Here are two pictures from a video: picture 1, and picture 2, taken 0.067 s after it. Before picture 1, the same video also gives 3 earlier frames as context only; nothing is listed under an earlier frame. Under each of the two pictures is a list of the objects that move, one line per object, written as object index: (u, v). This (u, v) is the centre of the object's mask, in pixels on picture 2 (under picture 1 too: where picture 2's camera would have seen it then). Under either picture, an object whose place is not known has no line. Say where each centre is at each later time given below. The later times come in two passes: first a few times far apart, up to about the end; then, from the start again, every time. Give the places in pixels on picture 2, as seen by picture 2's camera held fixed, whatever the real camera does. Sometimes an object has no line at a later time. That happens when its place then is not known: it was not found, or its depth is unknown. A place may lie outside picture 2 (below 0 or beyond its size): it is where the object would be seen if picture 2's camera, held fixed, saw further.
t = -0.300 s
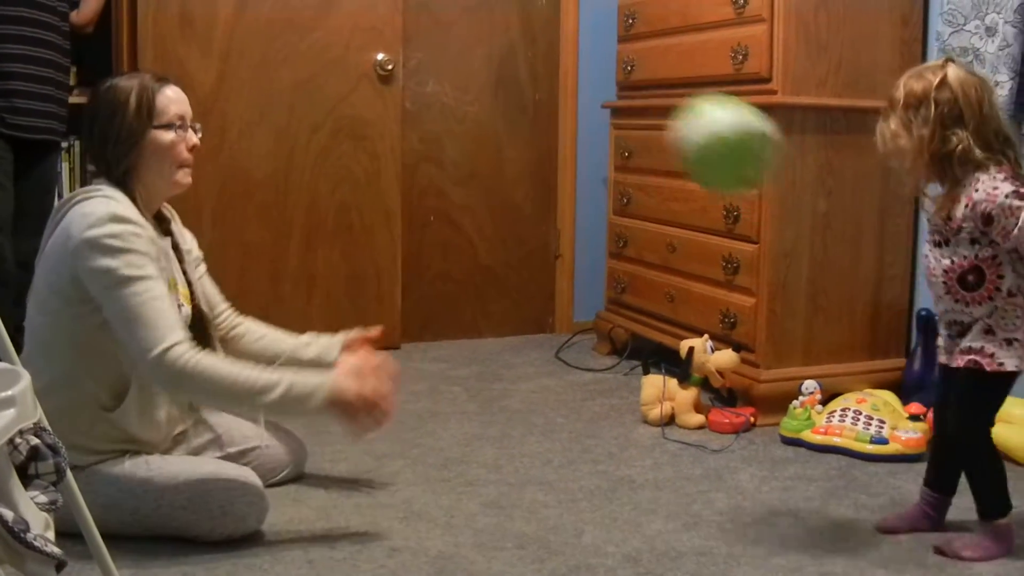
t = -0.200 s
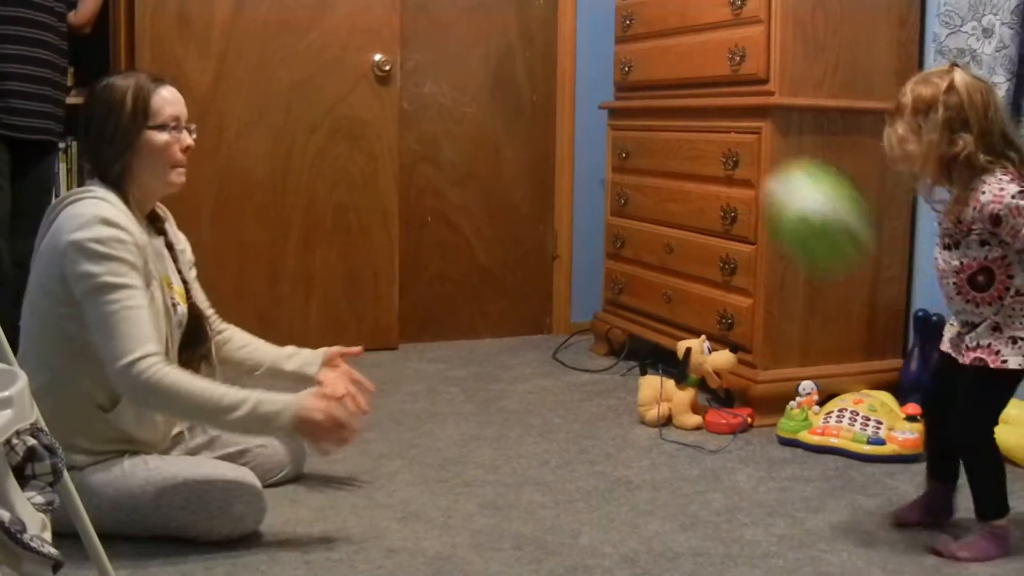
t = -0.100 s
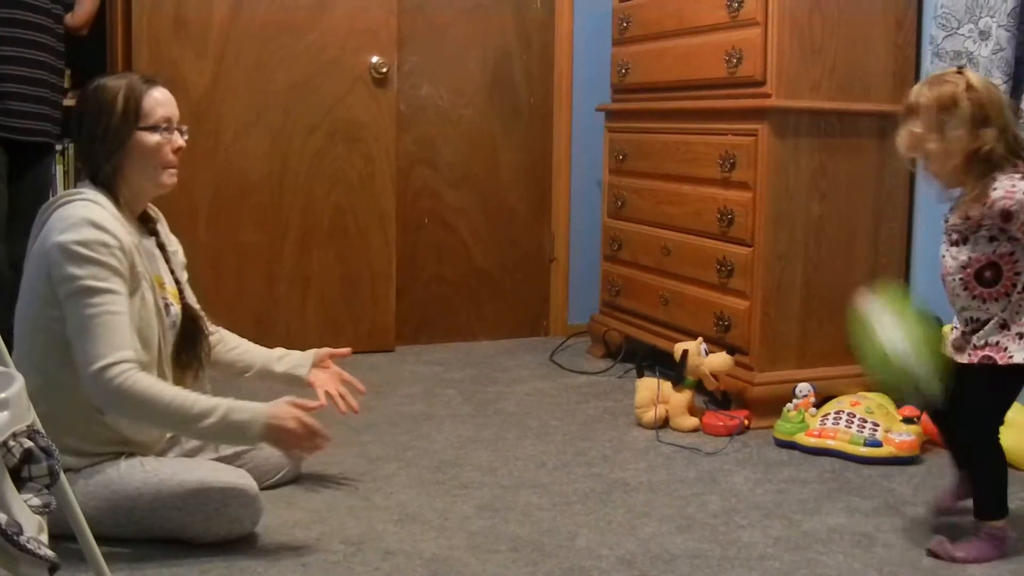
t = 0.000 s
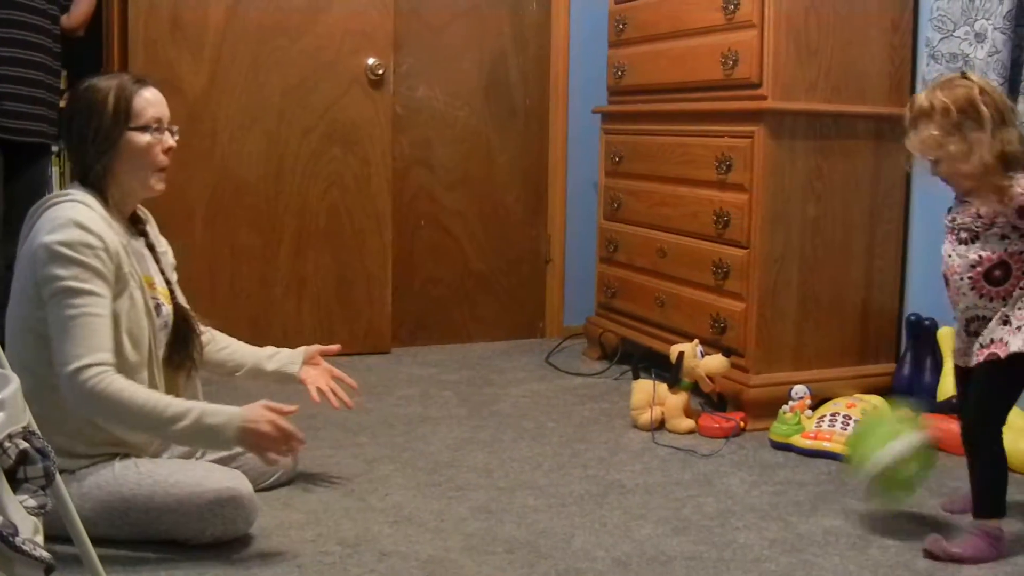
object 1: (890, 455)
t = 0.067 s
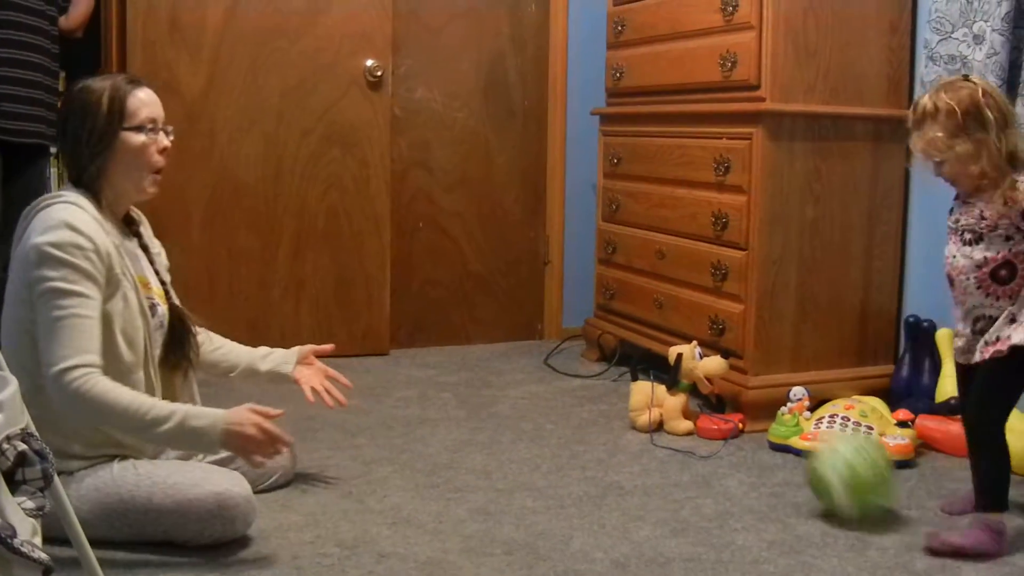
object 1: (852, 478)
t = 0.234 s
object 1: (758, 403)
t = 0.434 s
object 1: (657, 425)
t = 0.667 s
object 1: (567, 412)
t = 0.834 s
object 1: (509, 404)
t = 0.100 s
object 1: (832, 448)
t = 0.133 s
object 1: (811, 429)
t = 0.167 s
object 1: (793, 414)
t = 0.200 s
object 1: (776, 406)
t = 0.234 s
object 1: (758, 403)
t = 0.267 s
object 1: (742, 405)
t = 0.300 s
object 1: (725, 412)
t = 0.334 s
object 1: (705, 425)
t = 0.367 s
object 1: (686, 444)
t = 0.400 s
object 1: (672, 444)
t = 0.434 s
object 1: (657, 425)
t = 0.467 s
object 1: (642, 415)
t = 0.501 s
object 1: (629, 408)
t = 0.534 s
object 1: (616, 405)
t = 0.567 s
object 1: (603, 409)
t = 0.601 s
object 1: (592, 417)
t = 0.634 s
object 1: (580, 423)
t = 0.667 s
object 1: (567, 412)
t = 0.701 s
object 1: (556, 406)
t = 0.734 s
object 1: (544, 401)
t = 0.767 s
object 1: (532, 403)
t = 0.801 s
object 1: (520, 408)
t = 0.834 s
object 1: (509, 404)
